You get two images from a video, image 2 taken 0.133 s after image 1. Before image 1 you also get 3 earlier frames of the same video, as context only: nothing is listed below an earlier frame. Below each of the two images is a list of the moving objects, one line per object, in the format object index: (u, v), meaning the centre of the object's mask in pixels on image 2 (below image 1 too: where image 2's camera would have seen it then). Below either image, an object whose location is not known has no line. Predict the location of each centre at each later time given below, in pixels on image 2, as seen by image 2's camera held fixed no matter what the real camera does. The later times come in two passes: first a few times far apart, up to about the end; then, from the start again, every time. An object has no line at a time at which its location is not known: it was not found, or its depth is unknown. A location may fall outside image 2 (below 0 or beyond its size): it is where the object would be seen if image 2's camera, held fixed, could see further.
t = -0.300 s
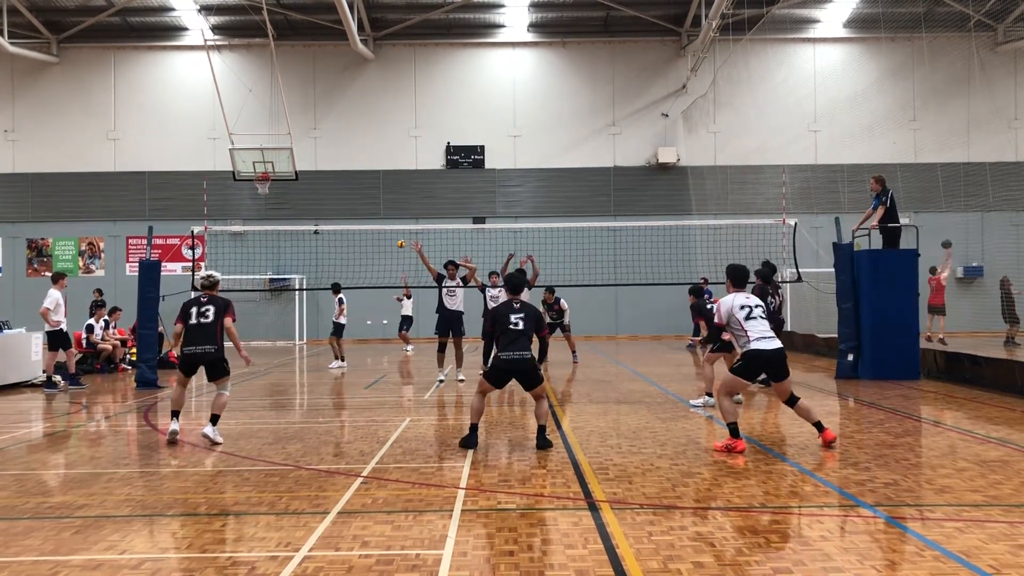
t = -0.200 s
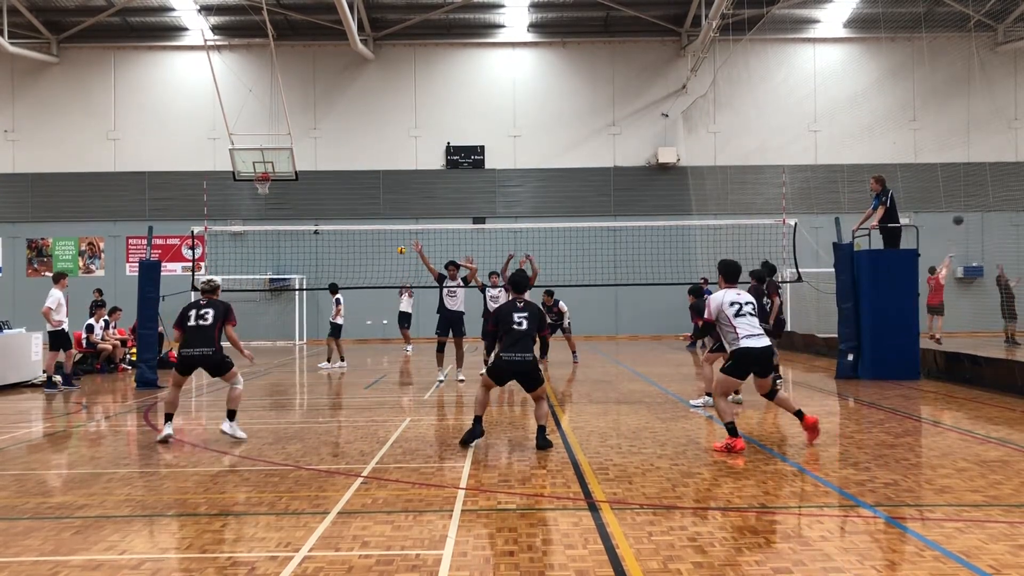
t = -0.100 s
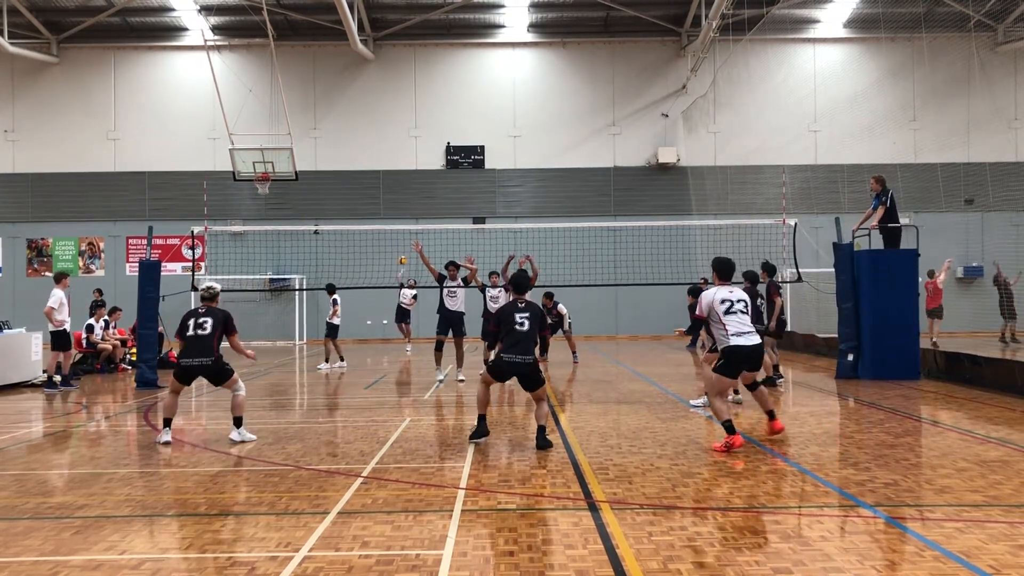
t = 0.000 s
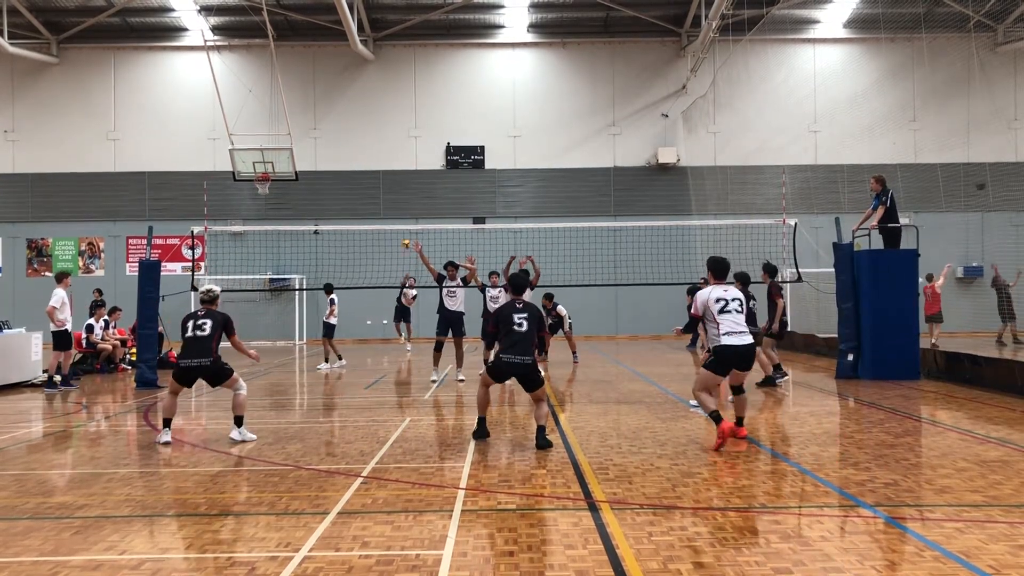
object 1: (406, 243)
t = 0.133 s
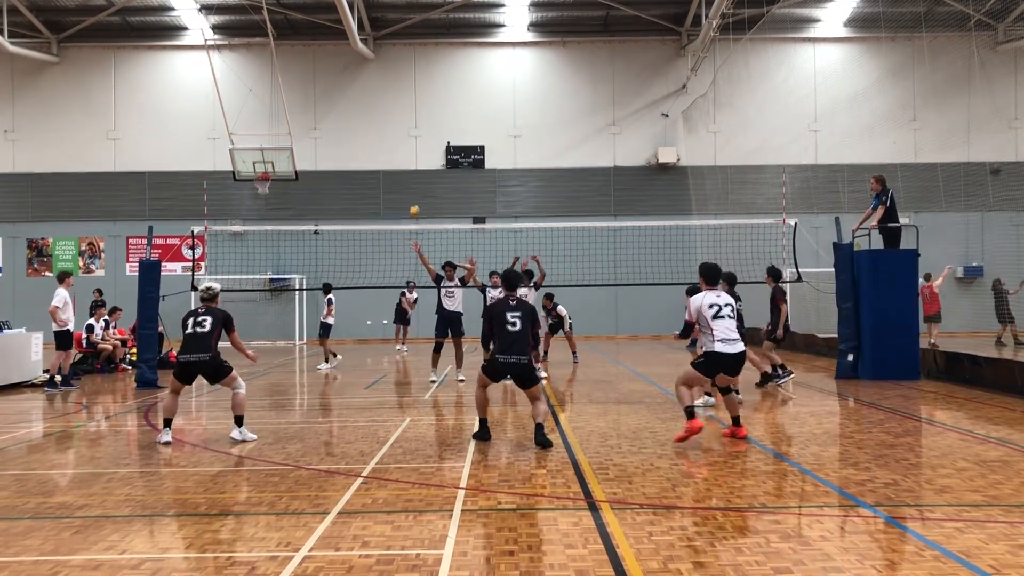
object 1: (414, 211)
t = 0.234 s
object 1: (419, 189)
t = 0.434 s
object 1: (430, 152)
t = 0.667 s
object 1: (446, 125)
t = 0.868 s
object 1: (460, 128)
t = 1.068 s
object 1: (482, 188)
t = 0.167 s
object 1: (416, 203)
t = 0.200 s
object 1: (418, 195)
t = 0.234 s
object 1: (419, 189)
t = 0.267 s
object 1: (421, 181)
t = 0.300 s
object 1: (423, 174)
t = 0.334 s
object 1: (423, 168)
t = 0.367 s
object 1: (425, 163)
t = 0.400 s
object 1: (427, 157)
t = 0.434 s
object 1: (430, 152)
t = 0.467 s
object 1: (432, 147)
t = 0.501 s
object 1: (435, 142)
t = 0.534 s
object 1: (437, 138)
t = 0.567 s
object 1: (439, 134)
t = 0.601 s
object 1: (442, 130)
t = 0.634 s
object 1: (444, 127)
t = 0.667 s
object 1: (446, 125)
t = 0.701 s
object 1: (448, 122)
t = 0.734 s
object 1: (450, 122)
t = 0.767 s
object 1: (452, 122)
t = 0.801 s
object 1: (455, 123)
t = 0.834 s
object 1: (458, 125)
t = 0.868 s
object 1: (460, 128)
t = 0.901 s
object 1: (464, 133)
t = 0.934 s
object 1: (467, 140)
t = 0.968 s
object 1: (470, 149)
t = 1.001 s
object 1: (474, 159)
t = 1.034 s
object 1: (477, 172)
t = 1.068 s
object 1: (482, 188)
